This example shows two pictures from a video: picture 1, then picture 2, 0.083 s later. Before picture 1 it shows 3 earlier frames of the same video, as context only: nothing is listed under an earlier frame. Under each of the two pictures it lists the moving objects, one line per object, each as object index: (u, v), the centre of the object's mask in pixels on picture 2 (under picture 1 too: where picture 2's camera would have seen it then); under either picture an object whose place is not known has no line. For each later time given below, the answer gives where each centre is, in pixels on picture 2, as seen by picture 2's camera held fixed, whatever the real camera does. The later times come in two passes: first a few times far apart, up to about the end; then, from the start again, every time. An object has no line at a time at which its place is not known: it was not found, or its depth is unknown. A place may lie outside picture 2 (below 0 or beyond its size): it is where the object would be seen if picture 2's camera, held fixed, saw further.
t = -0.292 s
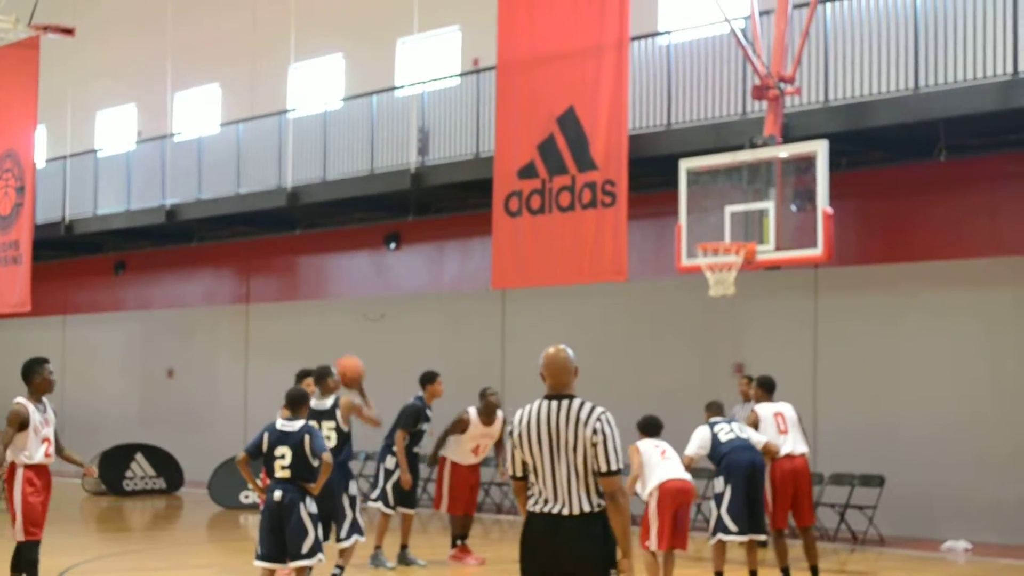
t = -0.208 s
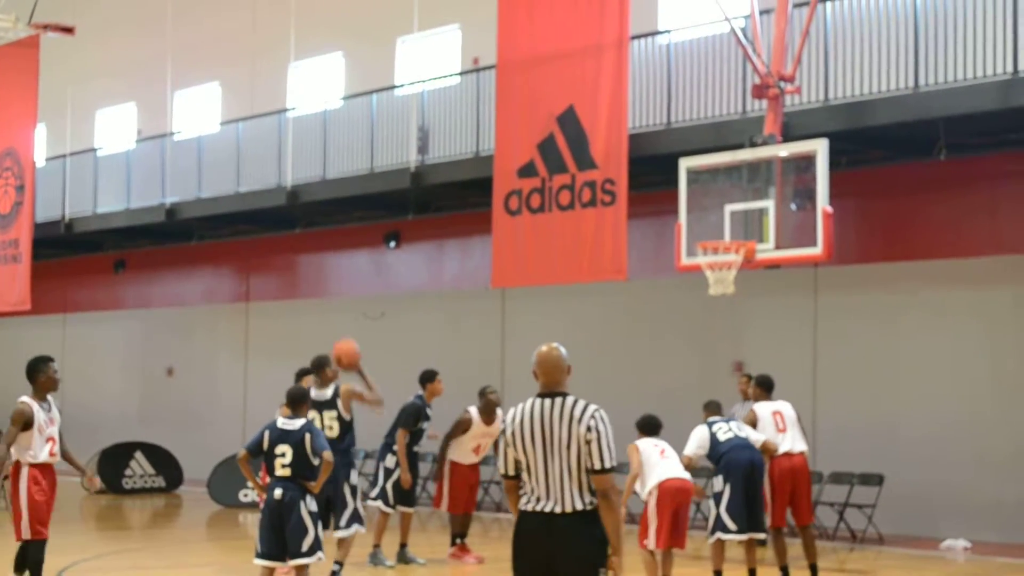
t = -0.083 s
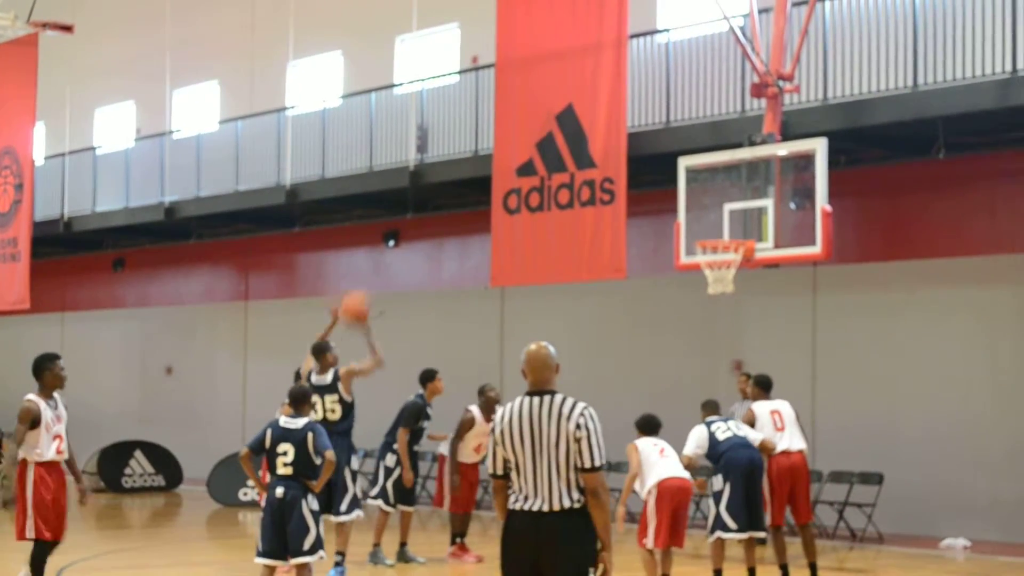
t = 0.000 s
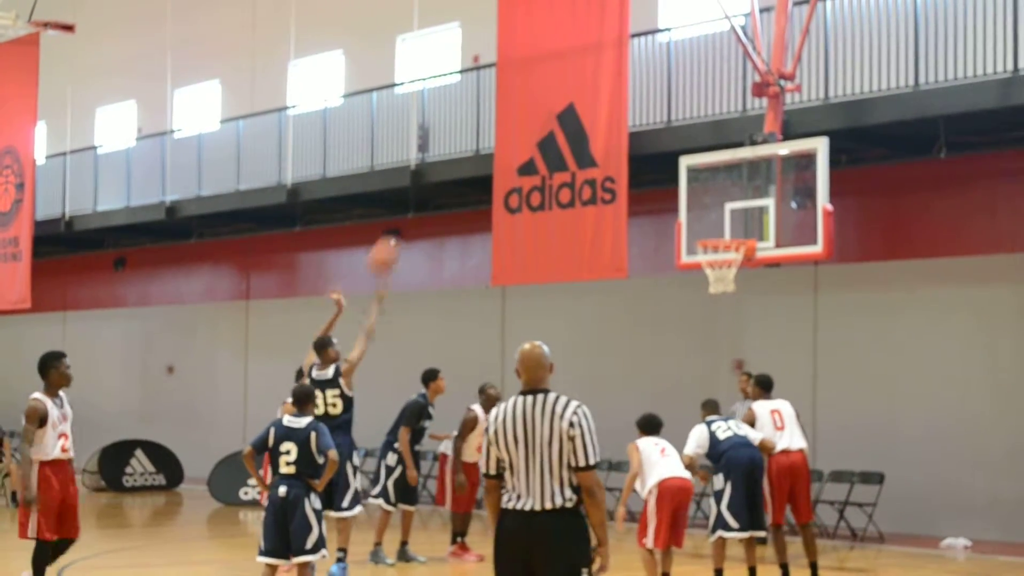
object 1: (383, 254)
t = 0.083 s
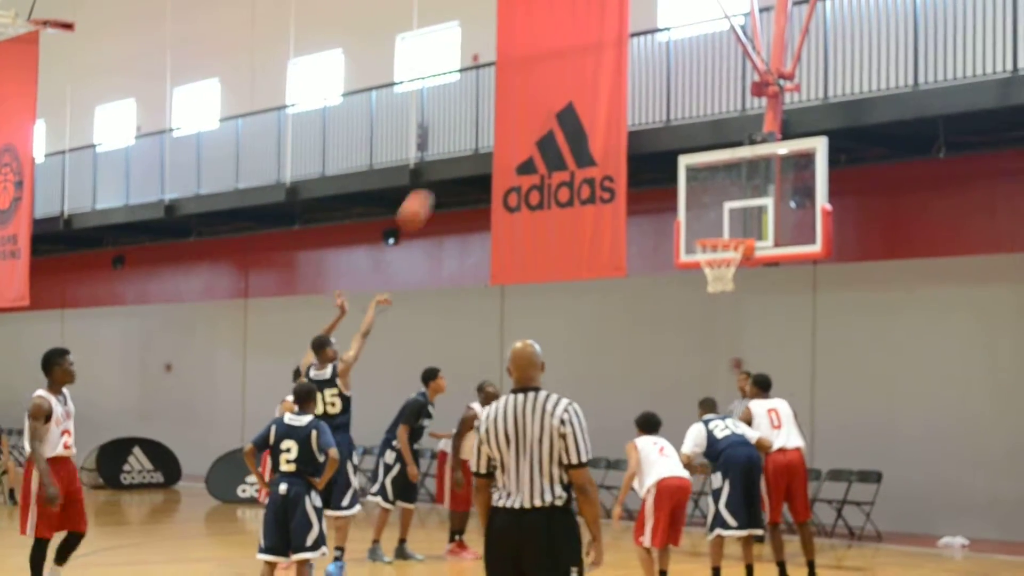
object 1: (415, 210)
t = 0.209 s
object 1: (463, 159)
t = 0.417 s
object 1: (540, 110)
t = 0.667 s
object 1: (621, 119)
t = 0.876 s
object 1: (684, 176)
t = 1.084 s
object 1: (724, 261)
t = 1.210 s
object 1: (712, 257)
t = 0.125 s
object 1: (432, 189)
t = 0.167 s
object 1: (447, 173)
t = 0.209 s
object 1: (463, 159)
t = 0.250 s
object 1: (481, 144)
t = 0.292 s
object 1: (497, 129)
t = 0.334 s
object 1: (511, 121)
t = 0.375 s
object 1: (526, 115)
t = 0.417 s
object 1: (540, 110)
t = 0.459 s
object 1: (554, 107)
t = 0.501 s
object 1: (567, 107)
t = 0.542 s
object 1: (581, 107)
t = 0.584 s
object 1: (596, 108)
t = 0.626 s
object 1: (609, 113)
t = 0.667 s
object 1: (621, 119)
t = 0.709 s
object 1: (637, 128)
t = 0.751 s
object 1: (648, 137)
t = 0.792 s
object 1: (659, 148)
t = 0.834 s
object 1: (670, 160)
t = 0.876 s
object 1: (684, 176)
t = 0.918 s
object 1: (698, 193)
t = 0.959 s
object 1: (708, 209)
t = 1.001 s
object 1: (721, 227)
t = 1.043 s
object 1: (727, 247)
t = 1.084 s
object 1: (724, 261)
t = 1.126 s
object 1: (719, 269)
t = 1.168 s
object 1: (715, 263)
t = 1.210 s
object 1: (712, 257)
